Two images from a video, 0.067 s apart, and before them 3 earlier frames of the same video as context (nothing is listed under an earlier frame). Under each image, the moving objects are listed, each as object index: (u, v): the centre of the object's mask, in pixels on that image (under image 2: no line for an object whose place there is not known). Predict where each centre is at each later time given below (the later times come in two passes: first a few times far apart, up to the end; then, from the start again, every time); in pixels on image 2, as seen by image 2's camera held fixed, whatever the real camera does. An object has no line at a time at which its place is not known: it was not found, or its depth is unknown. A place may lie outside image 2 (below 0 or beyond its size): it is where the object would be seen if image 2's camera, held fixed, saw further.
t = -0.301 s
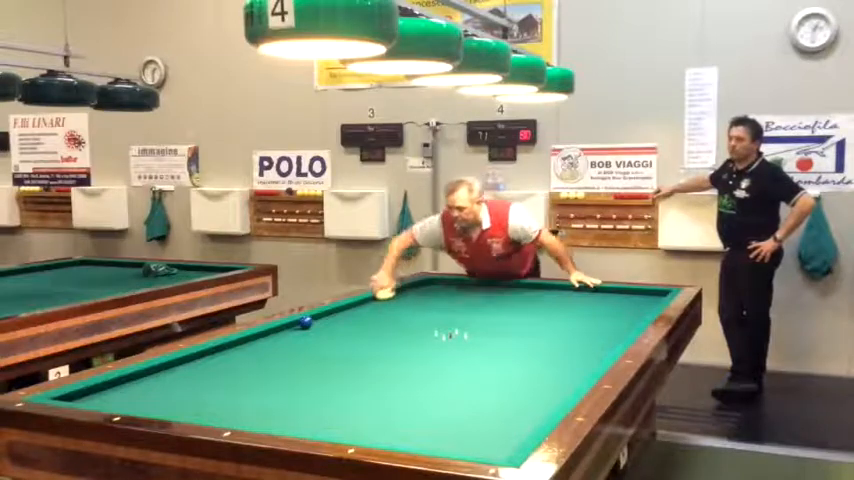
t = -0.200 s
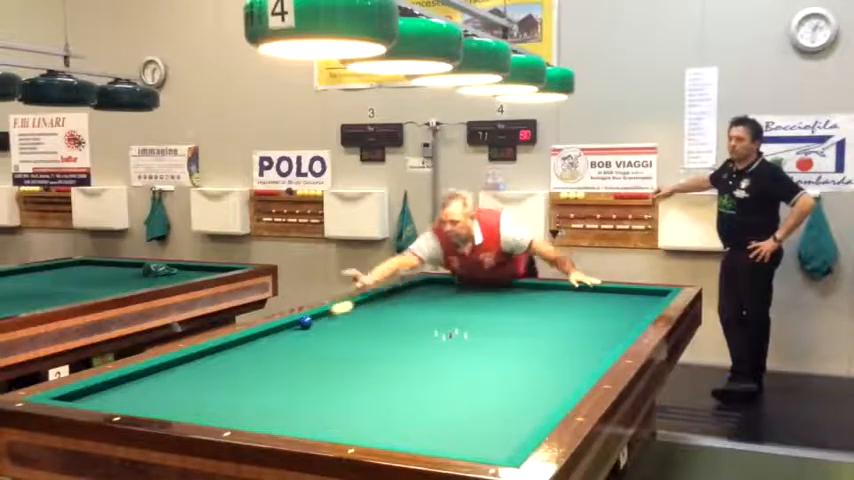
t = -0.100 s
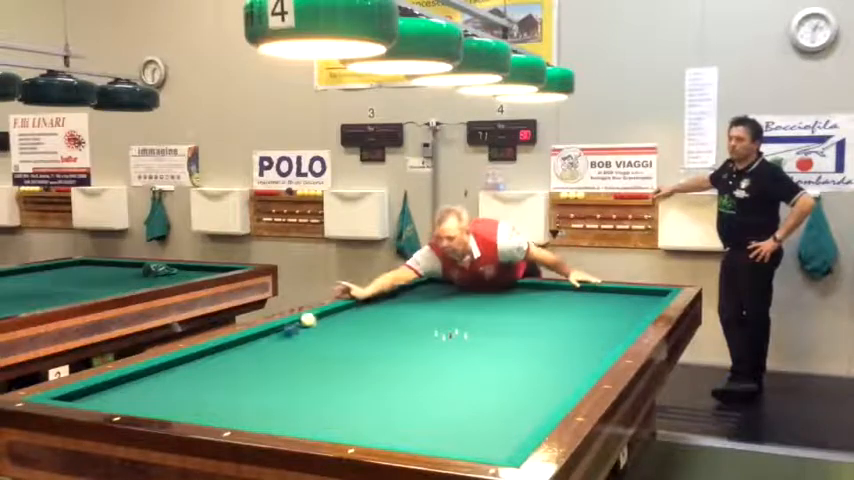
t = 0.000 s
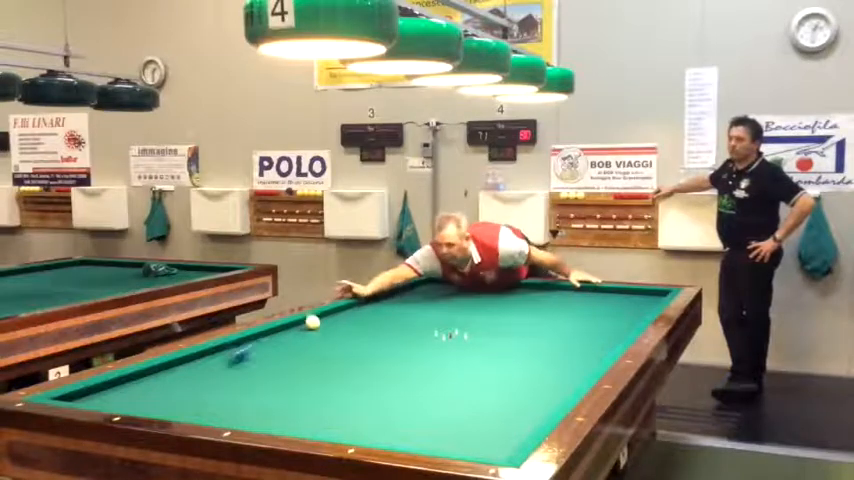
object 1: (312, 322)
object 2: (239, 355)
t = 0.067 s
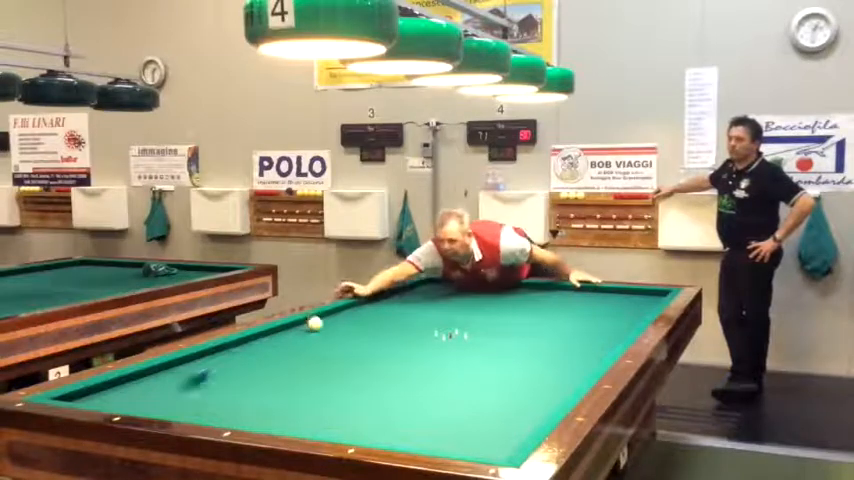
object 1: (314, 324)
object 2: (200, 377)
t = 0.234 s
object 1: (322, 327)
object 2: (185, 395)
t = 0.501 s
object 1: (334, 334)
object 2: (350, 342)
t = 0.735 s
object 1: (345, 339)
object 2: (432, 317)
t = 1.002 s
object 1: (359, 347)
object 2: (497, 297)
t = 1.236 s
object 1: (372, 354)
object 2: (523, 288)
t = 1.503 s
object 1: (386, 362)
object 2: (495, 301)
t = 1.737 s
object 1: (400, 369)
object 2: (473, 313)
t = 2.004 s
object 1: (417, 378)
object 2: (450, 325)
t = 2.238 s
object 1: (433, 386)
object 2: (426, 338)
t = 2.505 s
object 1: (452, 397)
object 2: (395, 355)
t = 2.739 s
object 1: (470, 406)
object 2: (363, 372)
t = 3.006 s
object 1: (492, 418)
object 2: (320, 395)
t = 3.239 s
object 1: (512, 428)
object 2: (275, 419)
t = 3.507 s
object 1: (504, 436)
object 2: (294, 412)
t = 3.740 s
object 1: (482, 441)
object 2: (322, 399)
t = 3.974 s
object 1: (460, 443)
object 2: (347, 388)
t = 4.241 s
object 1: (436, 445)
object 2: (372, 377)
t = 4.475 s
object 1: (425, 441)
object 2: (391, 369)
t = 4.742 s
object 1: (415, 437)
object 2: (411, 360)
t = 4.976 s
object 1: (408, 434)
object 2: (427, 353)
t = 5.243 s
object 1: (401, 431)
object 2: (443, 346)
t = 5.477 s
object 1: (394, 426)
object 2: (456, 339)
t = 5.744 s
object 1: (387, 422)
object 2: (470, 334)
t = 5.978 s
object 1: (382, 419)
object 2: (481, 329)
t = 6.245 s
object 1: (376, 416)
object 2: (492, 324)
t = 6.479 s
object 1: (372, 413)
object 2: (501, 320)
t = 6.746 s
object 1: (369, 411)
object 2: (511, 316)
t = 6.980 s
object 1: (366, 409)
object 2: (519, 312)
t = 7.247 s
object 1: (363, 407)
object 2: (527, 308)
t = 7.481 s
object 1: (360, 406)
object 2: (535, 305)
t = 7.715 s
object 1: (358, 405)
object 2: (541, 303)
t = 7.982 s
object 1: (355, 404)
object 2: (547, 300)
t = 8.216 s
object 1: (354, 403)
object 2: (553, 297)
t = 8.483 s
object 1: (353, 403)
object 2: (560, 294)
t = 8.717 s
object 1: (351, 402)
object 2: (564, 292)
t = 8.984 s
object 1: (351, 402)
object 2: (569, 291)
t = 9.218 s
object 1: (351, 402)
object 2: (571, 290)
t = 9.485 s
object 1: (351, 402)
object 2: (575, 288)
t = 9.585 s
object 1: (351, 402)
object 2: (575, 288)
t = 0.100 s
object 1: (316, 324)
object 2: (172, 391)
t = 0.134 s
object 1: (318, 325)
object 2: (148, 401)
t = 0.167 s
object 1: (319, 326)
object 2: (136, 404)
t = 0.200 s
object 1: (321, 327)
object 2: (159, 403)
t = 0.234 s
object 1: (322, 327)
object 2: (185, 395)
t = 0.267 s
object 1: (324, 328)
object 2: (214, 386)
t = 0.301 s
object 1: (325, 329)
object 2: (239, 377)
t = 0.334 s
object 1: (326, 330)
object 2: (260, 370)
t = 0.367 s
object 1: (328, 331)
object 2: (280, 363)
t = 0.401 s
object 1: (329, 331)
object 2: (299, 357)
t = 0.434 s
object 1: (331, 332)
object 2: (316, 352)
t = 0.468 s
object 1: (333, 333)
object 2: (333, 347)
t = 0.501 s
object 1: (334, 334)
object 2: (350, 342)
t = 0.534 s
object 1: (336, 335)
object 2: (363, 337)
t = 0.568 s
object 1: (337, 336)
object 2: (376, 333)
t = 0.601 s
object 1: (338, 336)
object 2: (389, 329)
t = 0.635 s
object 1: (340, 337)
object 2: (400, 326)
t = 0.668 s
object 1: (341, 338)
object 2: (411, 322)
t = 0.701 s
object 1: (343, 338)
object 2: (421, 320)
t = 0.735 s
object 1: (345, 339)
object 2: (432, 317)
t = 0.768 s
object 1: (346, 340)
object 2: (441, 312)
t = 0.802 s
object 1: (348, 341)
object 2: (450, 309)
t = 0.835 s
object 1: (350, 343)
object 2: (460, 306)
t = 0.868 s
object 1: (353, 344)
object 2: (467, 304)
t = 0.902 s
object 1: (354, 345)
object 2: (476, 301)
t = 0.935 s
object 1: (355, 345)
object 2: (482, 299)
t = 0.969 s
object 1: (356, 346)
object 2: (489, 298)
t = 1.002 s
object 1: (359, 347)
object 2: (497, 297)
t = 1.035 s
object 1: (360, 349)
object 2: (504, 292)
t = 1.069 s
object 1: (362, 349)
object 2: (508, 292)
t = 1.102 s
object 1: (364, 350)
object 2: (515, 288)
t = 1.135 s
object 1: (366, 351)
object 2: (519, 286)
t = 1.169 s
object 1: (368, 352)
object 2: (523, 283)
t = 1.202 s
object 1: (369, 353)
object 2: (526, 287)
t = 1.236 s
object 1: (372, 354)
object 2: (523, 288)
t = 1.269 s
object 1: (373, 355)
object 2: (519, 290)
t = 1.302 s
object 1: (375, 356)
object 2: (516, 291)
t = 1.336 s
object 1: (376, 357)
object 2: (513, 291)
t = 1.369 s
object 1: (378, 358)
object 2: (510, 293)
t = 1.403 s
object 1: (381, 359)
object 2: (506, 296)
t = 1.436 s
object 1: (382, 360)
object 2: (503, 298)
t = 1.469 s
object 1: (384, 361)
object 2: (500, 299)
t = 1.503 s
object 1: (386, 362)
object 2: (495, 301)
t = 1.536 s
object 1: (388, 363)
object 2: (492, 303)
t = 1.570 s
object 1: (390, 364)
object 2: (489, 305)
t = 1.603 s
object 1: (392, 365)
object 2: (486, 306)
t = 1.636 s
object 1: (394, 366)
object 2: (482, 308)
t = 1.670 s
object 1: (396, 367)
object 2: (479, 309)
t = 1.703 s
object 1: (398, 368)
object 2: (476, 311)
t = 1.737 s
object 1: (400, 369)
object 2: (473, 313)
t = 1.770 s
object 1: (402, 370)
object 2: (470, 314)
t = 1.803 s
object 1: (404, 371)
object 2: (466, 316)
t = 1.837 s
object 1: (406, 373)
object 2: (464, 318)
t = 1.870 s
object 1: (409, 374)
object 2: (461, 319)
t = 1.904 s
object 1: (411, 374)
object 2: (458, 321)
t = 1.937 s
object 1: (413, 376)
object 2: (455, 322)
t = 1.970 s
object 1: (415, 377)
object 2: (452, 324)
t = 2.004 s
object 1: (417, 378)
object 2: (450, 325)
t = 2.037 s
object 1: (419, 379)
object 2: (448, 326)
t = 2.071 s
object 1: (422, 380)
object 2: (443, 329)
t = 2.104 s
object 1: (424, 381)
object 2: (439, 331)
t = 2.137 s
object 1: (426, 383)
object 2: (435, 333)
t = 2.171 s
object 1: (429, 384)
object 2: (432, 335)
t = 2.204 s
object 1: (431, 385)
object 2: (429, 336)
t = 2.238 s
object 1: (433, 386)
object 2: (426, 338)
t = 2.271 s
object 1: (435, 387)
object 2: (422, 340)
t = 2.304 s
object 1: (438, 389)
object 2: (418, 342)
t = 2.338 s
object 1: (440, 390)
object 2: (415, 344)
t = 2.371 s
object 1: (442, 391)
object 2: (411, 347)
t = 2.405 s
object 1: (445, 393)
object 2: (407, 349)
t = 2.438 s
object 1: (447, 394)
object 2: (403, 351)
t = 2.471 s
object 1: (449, 395)
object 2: (399, 353)
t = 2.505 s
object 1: (452, 397)
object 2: (395, 355)
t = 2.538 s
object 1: (455, 398)
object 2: (391, 357)
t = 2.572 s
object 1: (457, 399)
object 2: (386, 359)
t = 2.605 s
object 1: (460, 401)
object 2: (382, 362)
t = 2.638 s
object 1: (463, 402)
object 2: (378, 364)
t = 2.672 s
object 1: (465, 403)
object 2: (373, 367)
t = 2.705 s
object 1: (468, 405)
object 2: (368, 369)
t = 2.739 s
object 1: (470, 406)
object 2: (363, 372)
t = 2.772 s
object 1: (473, 408)
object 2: (358, 375)
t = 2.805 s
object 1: (476, 410)
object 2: (353, 377)
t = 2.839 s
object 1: (479, 411)
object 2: (348, 380)
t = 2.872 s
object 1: (481, 412)
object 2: (343, 383)
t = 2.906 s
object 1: (484, 413)
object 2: (338, 386)
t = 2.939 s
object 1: (487, 415)
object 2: (332, 389)
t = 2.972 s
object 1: (489, 417)
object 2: (326, 392)
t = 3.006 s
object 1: (492, 418)
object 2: (320, 395)
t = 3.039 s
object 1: (495, 420)
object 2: (314, 399)
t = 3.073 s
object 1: (498, 421)
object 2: (308, 402)
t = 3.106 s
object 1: (501, 422)
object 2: (302, 406)
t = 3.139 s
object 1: (504, 424)
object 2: (295, 409)
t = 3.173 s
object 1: (507, 425)
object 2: (288, 413)
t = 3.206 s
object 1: (510, 427)
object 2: (282, 416)
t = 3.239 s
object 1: (512, 428)
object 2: (275, 419)
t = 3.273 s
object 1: (515, 430)
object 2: (268, 420)
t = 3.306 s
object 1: (518, 431)
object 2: (261, 422)
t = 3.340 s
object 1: (520, 431)
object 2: (265, 422)
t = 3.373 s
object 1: (518, 432)
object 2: (272, 420)
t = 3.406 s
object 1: (514, 433)
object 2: (277, 419)
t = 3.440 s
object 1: (510, 435)
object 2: (283, 417)
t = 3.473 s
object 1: (507, 435)
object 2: (289, 415)
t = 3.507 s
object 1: (504, 436)
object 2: (294, 412)
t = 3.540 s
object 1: (501, 437)
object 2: (299, 410)
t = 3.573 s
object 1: (498, 437)
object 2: (303, 408)
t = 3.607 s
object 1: (495, 438)
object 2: (307, 406)
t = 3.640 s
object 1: (492, 439)
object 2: (311, 405)
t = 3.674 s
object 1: (489, 439)
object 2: (315, 403)
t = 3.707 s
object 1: (485, 440)
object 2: (318, 401)
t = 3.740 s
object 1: (482, 441)
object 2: (322, 399)
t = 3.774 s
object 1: (479, 441)
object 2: (326, 398)
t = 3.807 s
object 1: (476, 442)
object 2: (330, 396)
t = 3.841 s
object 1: (473, 442)
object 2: (333, 395)
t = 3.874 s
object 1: (470, 442)
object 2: (337, 393)
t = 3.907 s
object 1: (467, 442)
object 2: (341, 391)
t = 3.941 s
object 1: (463, 443)
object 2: (344, 390)
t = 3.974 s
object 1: (460, 443)
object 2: (347, 388)
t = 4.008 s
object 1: (457, 443)
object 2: (350, 387)
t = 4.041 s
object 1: (454, 443)
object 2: (354, 385)
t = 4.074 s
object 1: (451, 444)
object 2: (357, 384)
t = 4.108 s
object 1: (448, 444)
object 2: (360, 382)
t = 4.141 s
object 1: (445, 445)
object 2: (363, 381)
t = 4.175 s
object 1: (442, 445)
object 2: (366, 379)
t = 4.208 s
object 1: (439, 444)
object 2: (369, 378)
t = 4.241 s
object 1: (436, 445)
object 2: (372, 377)
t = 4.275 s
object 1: (433, 445)
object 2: (375, 376)
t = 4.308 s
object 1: (433, 444)
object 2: (378, 375)
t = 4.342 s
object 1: (431, 443)
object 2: (381, 373)
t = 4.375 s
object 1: (429, 443)
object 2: (383, 372)
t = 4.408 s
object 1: (428, 443)
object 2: (386, 371)
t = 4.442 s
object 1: (427, 441)
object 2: (389, 370)
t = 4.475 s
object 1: (425, 441)
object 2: (391, 369)
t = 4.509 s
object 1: (425, 441)
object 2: (394, 367)
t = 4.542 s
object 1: (423, 441)
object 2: (396, 366)
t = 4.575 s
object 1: (422, 440)
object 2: (399, 365)
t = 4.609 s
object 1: (421, 439)
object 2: (401, 364)
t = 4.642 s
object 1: (419, 439)
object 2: (404, 363)
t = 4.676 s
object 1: (418, 438)
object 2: (406, 362)
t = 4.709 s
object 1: (417, 438)
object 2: (409, 361)
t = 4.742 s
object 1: (415, 437)
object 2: (411, 360)
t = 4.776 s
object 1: (415, 437)
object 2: (413, 358)
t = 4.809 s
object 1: (414, 437)
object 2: (416, 357)
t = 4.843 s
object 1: (412, 436)
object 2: (418, 357)
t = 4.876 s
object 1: (411, 435)
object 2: (420, 356)
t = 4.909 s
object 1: (410, 435)
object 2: (423, 355)
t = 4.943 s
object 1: (409, 435)
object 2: (424, 354)
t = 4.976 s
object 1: (408, 434)
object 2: (427, 353)
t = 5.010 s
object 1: (407, 434)
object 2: (429, 351)
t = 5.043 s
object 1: (406, 433)
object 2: (431, 351)
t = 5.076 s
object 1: (405, 433)
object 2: (433, 350)
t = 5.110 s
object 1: (404, 433)
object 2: (435, 349)
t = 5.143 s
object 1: (403, 432)
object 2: (437, 348)
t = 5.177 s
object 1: (402, 432)
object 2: (439, 347)
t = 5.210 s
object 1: (401, 431)
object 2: (441, 347)
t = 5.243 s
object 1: (401, 431)
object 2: (443, 346)
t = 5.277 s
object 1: (399, 430)
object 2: (445, 345)
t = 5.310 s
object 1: (398, 429)
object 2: (447, 344)
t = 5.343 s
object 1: (397, 429)
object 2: (449, 343)
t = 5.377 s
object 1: (396, 428)
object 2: (450, 342)
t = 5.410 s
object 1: (395, 427)
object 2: (452, 341)
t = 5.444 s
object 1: (395, 427)
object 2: (454, 340)
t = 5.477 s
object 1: (394, 426)
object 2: (456, 339)
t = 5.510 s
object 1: (393, 426)
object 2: (457, 338)
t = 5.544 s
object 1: (392, 425)
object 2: (459, 338)
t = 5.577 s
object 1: (391, 425)
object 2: (462, 337)
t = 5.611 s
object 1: (390, 424)
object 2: (463, 337)
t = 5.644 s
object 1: (389, 424)
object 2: (465, 336)
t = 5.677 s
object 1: (389, 423)
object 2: (466, 335)
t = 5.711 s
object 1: (388, 423)
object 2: (468, 335)
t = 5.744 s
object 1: (387, 422)
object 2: (470, 334)
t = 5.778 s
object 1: (386, 422)
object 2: (471, 333)
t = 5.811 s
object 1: (385, 421)
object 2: (473, 332)
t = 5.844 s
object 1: (384, 421)
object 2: (475, 332)
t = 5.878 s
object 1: (384, 421)
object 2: (476, 331)
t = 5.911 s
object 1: (383, 420)
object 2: (478, 330)
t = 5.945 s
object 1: (383, 419)
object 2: (479, 330)
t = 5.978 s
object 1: (382, 419)
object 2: (481, 329)
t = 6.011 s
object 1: (381, 419)
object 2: (482, 329)
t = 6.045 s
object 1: (381, 419)
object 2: (484, 328)
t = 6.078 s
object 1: (380, 418)
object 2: (485, 327)
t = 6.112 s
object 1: (379, 418)
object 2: (486, 327)
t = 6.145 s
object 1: (379, 417)
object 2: (488, 326)
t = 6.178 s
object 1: (378, 417)
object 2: (489, 325)
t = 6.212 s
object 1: (377, 416)
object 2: (491, 324)
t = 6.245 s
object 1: (376, 416)
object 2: (492, 324)
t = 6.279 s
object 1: (376, 415)
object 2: (494, 323)
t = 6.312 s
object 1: (376, 415)
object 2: (495, 323)
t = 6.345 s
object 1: (375, 415)
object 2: (496, 322)
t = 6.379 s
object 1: (375, 415)
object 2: (497, 321)
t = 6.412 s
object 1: (374, 414)
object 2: (499, 321)
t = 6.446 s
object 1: (373, 414)
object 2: (500, 320)
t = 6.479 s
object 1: (372, 413)
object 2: (501, 320)
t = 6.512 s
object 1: (372, 413)
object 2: (503, 319)
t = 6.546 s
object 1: (372, 413)
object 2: (504, 318)
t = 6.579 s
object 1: (371, 412)
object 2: (505, 318)
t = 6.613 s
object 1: (371, 412)
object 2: (506, 318)
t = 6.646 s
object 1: (370, 412)
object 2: (508, 317)
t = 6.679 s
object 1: (370, 412)
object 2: (509, 317)
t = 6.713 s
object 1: (369, 411)
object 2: (510, 317)
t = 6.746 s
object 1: (369, 411)
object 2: (511, 316)
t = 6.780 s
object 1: (369, 411)
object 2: (512, 317)
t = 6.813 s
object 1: (368, 411)
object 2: (513, 317)
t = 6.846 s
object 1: (368, 410)
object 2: (515, 315)
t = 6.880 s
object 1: (367, 410)
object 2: (516, 314)
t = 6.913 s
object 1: (366, 409)
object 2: (517, 313)
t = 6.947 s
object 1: (366, 409)
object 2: (518, 313)
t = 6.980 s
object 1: (366, 409)
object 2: (519, 312)
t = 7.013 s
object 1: (365, 409)
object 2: (520, 311)
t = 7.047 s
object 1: (365, 409)
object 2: (521, 311)
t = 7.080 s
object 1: (364, 408)
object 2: (522, 311)
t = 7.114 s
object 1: (364, 408)
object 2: (523, 310)
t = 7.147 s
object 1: (363, 408)
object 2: (524, 309)
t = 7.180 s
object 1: (363, 408)
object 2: (525, 309)
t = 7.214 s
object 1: (363, 408)
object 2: (526, 309)
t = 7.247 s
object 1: (363, 407)
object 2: (527, 308)
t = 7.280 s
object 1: (362, 407)
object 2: (528, 308)
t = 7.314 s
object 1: (362, 407)
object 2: (529, 308)
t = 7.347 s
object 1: (362, 407)
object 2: (530, 308)
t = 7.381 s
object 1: (362, 407)
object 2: (532, 306)
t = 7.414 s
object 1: (360, 406)
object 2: (532, 306)
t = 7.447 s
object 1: (360, 406)
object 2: (533, 306)
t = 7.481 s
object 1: (360, 406)
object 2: (535, 305)
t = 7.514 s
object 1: (360, 406)
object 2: (535, 305)
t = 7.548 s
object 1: (360, 405)
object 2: (536, 304)
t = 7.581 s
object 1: (359, 405)
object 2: (537, 304)
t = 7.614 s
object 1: (359, 405)
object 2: (538, 304)
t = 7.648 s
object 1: (359, 405)
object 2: (539, 304)
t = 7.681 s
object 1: (359, 405)
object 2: (540, 303)
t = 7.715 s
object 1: (358, 405)
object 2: (541, 303)
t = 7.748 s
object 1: (357, 404)
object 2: (541, 304)
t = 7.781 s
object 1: (357, 404)
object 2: (543, 303)
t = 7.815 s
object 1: (357, 404)
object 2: (543, 302)
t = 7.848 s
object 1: (357, 404)
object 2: (544, 301)
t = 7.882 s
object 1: (356, 404)
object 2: (545, 301)
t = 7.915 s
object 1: (356, 404)
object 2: (546, 301)
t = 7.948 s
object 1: (356, 404)
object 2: (546, 300)
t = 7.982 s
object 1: (355, 404)
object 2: (547, 300)
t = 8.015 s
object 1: (356, 404)
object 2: (548, 300)
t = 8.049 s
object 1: (355, 403)
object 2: (549, 300)
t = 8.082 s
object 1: (354, 403)
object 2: (549, 300)
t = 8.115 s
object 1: (354, 403)
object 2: (551, 298)
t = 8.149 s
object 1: (354, 403)
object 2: (551, 298)
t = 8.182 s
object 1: (354, 403)
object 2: (552, 297)
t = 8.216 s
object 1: (354, 403)
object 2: (553, 297)
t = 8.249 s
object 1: (354, 403)
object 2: (554, 296)
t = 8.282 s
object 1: (353, 403)
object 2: (554, 296)
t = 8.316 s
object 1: (353, 403)
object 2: (555, 296)
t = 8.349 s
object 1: (353, 403)
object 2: (556, 296)
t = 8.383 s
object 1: (353, 403)
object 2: (556, 296)
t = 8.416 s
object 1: (353, 403)
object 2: (557, 295)
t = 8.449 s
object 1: (353, 403)
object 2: (558, 295)
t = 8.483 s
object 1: (353, 403)
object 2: (560, 294)
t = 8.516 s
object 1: (353, 403)
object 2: (560, 294)
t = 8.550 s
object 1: (353, 403)
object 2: (560, 294)
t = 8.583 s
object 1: (352, 402)
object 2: (561, 293)
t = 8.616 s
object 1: (352, 402)
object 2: (561, 293)
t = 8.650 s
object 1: (352, 402)
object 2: (563, 293)
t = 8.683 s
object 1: (352, 402)
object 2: (563, 293)
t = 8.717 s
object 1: (351, 402)
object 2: (564, 292)
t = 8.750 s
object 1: (351, 402)
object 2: (564, 292)
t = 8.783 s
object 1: (351, 402)
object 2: (565, 292)
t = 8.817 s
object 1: (351, 402)
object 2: (566, 291)
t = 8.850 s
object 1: (351, 402)
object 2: (567, 291)
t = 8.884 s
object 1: (351, 402)
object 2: (568, 291)
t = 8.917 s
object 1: (351, 402)
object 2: (568, 290)
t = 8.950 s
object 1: (351, 402)
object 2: (568, 290)
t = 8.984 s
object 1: (351, 402)
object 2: (569, 291)
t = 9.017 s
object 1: (351, 402)
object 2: (569, 290)
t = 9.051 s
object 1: (351, 402)
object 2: (569, 290)
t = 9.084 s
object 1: (351, 402)
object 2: (570, 290)
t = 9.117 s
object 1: (351, 402)
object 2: (571, 290)
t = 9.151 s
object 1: (351, 402)
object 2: (571, 290)
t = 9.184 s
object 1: (351, 402)
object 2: (572, 289)
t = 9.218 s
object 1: (351, 402)
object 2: (571, 290)
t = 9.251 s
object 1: (351, 402)
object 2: (572, 288)
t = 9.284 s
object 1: (351, 401)
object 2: (573, 288)
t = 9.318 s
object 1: (351, 402)
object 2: (573, 288)
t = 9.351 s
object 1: (351, 402)
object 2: (575, 288)
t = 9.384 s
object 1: (351, 402)
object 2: (575, 288)
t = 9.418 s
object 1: (351, 402)
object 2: (575, 288)
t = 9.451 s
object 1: (351, 402)
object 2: (575, 288)
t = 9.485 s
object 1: (351, 402)
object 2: (575, 288)
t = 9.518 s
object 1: (351, 402)
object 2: (575, 288)
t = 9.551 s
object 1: (351, 402)
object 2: (575, 288)
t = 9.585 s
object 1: (351, 402)
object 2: (575, 288)
